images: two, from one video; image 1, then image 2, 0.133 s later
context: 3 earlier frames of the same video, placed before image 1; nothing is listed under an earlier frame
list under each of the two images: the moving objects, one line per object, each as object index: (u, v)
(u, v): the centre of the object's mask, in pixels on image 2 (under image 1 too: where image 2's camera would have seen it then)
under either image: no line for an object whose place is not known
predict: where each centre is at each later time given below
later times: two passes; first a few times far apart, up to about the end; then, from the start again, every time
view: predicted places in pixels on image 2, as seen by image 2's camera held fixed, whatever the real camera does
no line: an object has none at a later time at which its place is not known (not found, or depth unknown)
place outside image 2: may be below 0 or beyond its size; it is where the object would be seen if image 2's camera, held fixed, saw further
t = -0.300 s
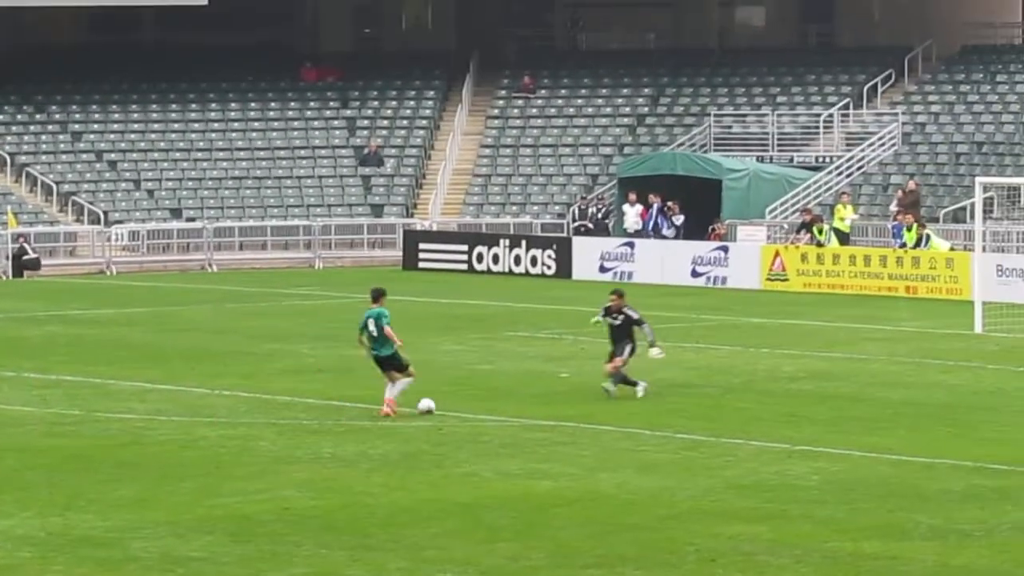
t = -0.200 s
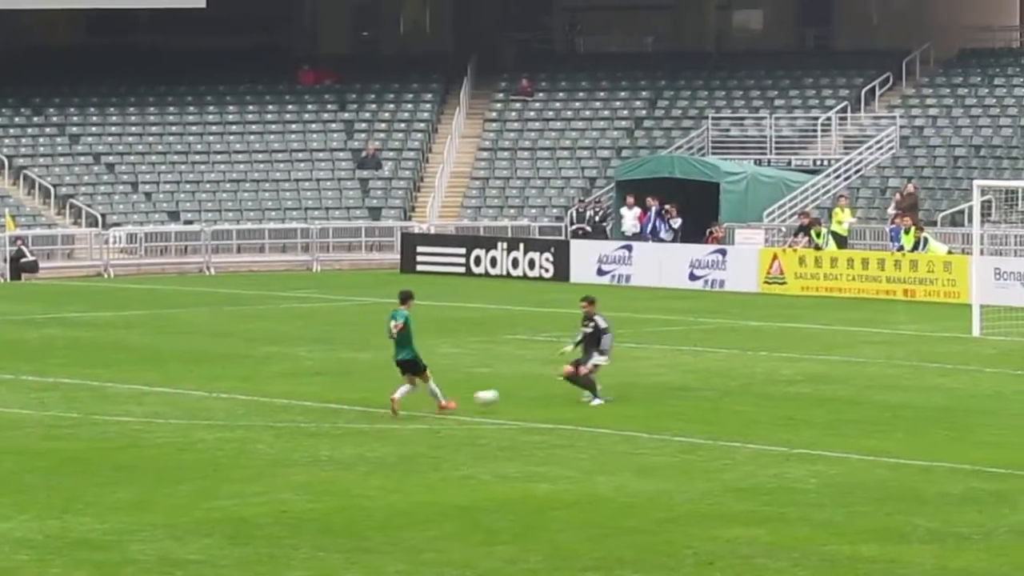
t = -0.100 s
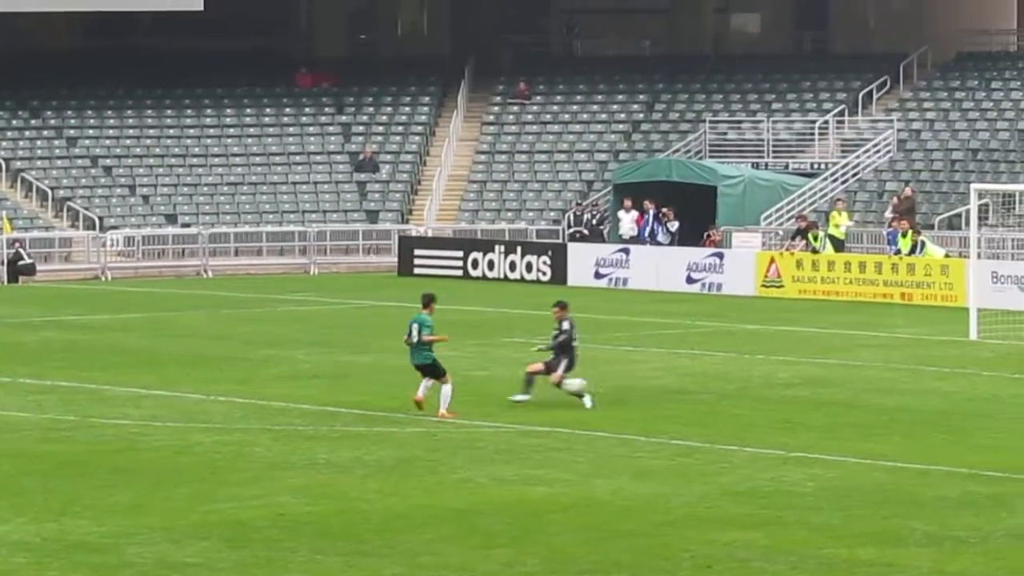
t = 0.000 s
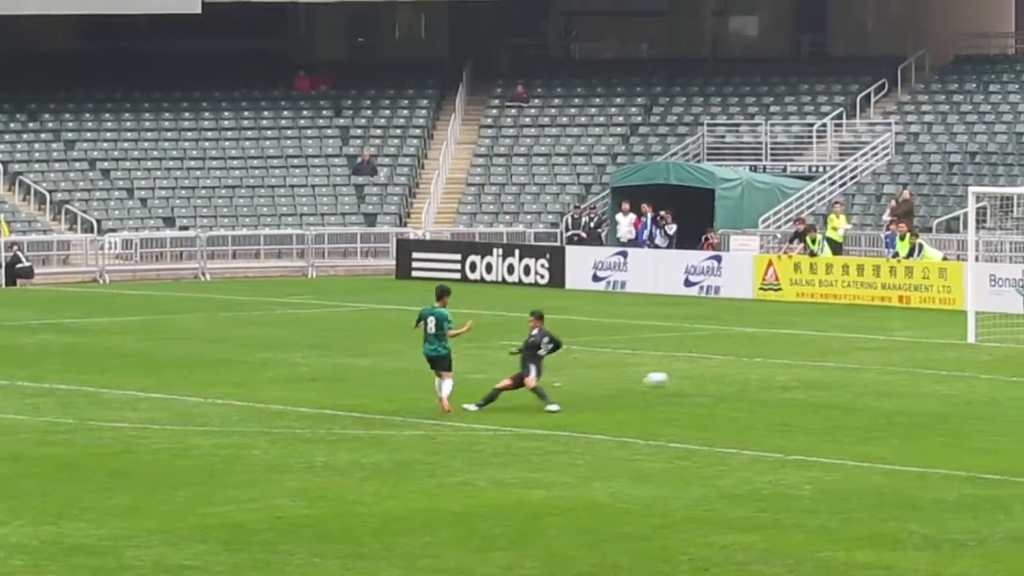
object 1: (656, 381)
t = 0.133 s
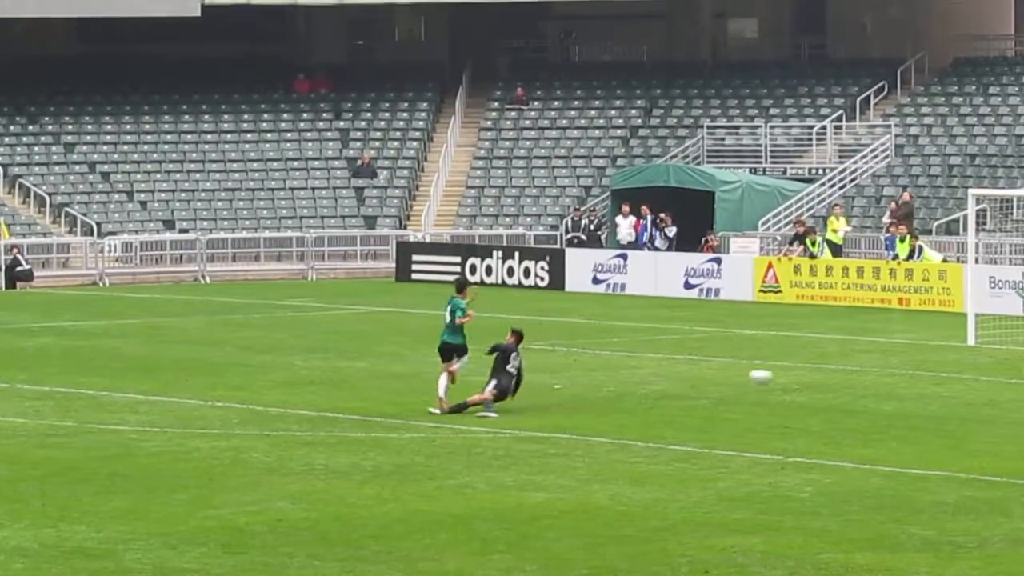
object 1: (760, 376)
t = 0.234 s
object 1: (834, 378)
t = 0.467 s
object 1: (974, 366)
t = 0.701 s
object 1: (1089, 360)
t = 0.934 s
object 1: (1179, 356)
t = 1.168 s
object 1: (1245, 352)
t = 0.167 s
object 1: (785, 376)
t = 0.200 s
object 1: (809, 377)
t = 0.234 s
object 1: (834, 378)
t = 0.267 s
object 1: (857, 380)
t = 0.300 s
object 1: (881, 381)
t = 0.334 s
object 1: (900, 378)
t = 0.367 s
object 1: (918, 374)
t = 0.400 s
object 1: (936, 371)
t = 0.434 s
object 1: (955, 368)
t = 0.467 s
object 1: (974, 366)
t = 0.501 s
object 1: (991, 365)
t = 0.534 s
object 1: (1009, 365)
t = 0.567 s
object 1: (1027, 365)
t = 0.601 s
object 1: (1044, 366)
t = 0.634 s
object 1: (1061, 365)
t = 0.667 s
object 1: (1075, 363)
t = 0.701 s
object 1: (1089, 360)
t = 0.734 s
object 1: (1102, 357)
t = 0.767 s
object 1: (1116, 356)
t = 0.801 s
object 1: (1129, 355)
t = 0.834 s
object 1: (1143, 355)
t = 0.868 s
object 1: (1155, 356)
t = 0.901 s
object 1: (1168, 357)
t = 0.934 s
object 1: (1179, 356)
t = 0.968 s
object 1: (1188, 354)
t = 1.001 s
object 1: (1197, 353)
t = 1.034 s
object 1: (1207, 353)
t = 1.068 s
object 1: (1217, 353)
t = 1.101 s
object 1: (1227, 353)
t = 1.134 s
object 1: (1237, 353)
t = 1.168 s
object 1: (1245, 352)
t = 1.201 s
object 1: (1253, 350)
